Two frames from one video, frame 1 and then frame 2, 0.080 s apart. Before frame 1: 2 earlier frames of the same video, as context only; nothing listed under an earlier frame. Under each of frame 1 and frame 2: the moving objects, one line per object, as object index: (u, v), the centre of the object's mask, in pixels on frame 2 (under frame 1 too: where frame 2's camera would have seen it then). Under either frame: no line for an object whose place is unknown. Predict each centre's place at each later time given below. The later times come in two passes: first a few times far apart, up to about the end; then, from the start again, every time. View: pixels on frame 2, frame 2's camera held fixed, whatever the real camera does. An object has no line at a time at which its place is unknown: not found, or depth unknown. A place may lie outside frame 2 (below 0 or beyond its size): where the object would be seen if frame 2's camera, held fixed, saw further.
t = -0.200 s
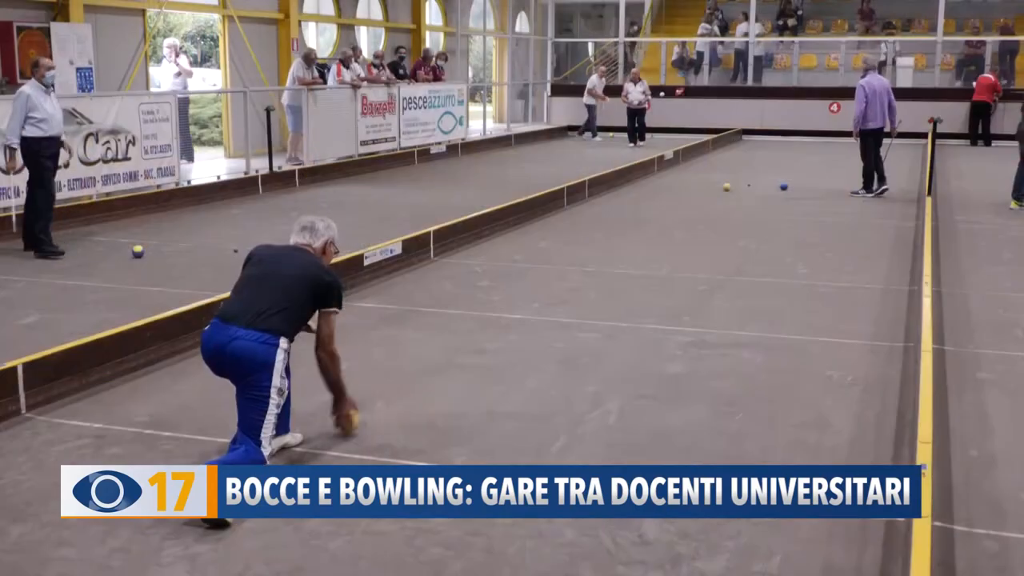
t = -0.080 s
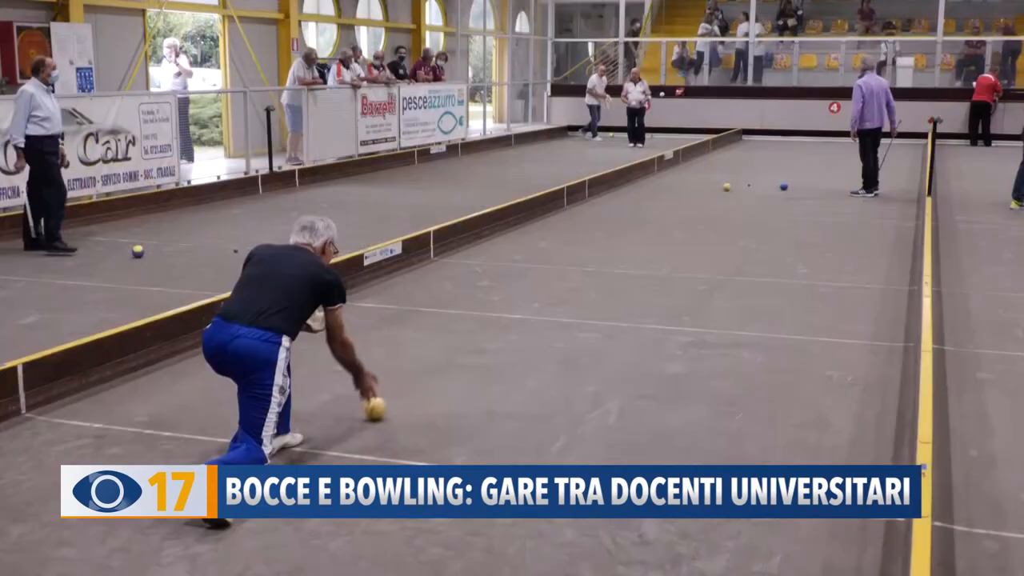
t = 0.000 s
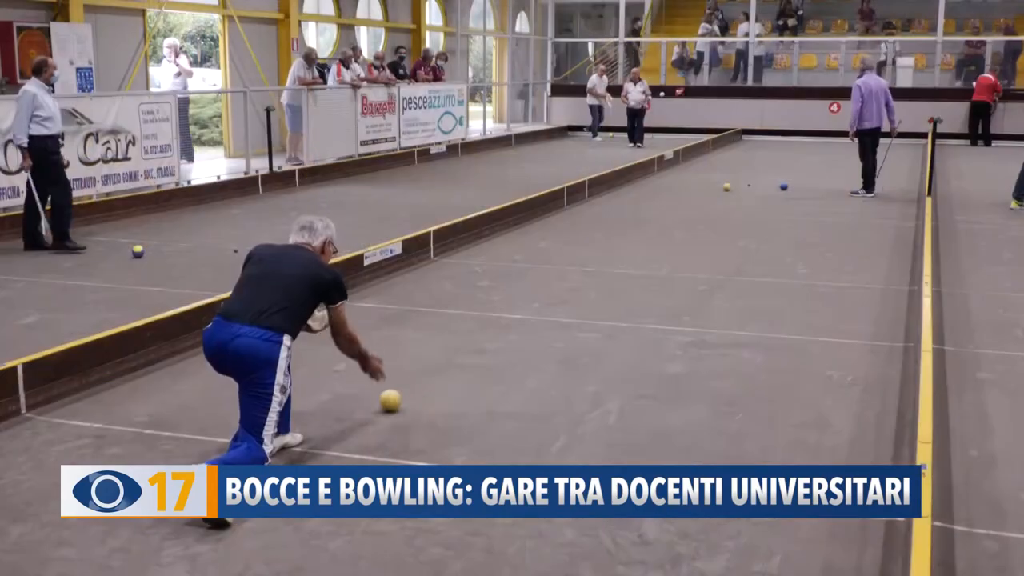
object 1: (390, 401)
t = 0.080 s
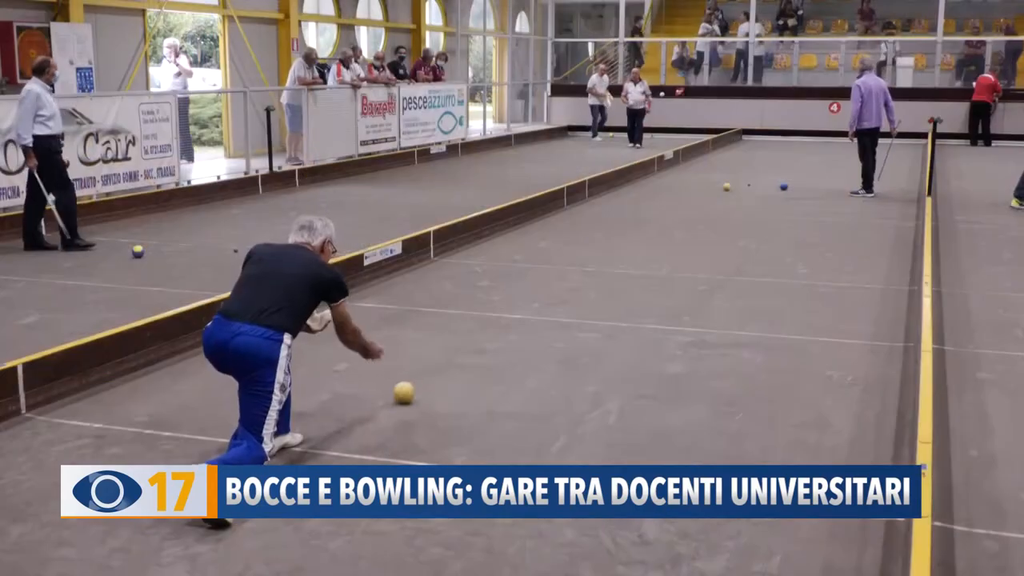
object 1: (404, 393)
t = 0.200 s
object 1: (423, 382)
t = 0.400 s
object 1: (452, 365)
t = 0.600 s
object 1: (478, 351)
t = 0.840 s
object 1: (505, 335)
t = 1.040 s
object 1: (526, 324)
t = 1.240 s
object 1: (543, 314)
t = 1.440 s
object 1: (560, 304)
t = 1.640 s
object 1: (574, 296)
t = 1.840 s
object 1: (588, 288)
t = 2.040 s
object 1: (601, 281)
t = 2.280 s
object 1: (614, 273)
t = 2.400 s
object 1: (621, 270)
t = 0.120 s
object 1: (410, 389)
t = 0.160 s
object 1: (417, 386)
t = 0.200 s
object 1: (423, 382)
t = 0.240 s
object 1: (429, 379)
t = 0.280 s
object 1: (435, 375)
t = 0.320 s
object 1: (441, 372)
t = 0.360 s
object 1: (447, 369)
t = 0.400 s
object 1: (452, 365)
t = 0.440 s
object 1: (458, 362)
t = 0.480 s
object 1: (463, 359)
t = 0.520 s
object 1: (468, 356)
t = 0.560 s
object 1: (473, 354)
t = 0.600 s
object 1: (478, 351)
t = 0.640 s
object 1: (483, 348)
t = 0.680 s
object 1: (487, 346)
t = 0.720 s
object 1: (492, 343)
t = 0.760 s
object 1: (497, 340)
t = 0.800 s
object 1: (501, 337)
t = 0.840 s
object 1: (505, 335)
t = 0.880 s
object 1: (510, 333)
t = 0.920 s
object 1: (514, 331)
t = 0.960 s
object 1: (518, 329)
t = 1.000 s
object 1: (522, 326)
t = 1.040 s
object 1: (526, 324)
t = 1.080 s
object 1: (529, 322)
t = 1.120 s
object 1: (533, 320)
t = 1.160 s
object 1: (536, 318)
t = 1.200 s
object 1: (540, 315)
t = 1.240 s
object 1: (543, 314)
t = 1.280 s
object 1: (547, 311)
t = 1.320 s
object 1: (550, 309)
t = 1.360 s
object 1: (553, 308)
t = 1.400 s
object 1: (556, 306)
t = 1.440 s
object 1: (560, 304)
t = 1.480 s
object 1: (563, 303)
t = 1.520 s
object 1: (566, 301)
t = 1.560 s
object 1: (569, 299)
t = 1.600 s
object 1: (572, 297)
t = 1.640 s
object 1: (574, 296)
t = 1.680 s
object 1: (577, 294)
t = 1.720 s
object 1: (580, 293)
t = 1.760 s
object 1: (583, 291)
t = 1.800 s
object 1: (586, 290)
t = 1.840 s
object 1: (588, 288)
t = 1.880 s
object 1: (591, 287)
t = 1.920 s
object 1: (593, 285)
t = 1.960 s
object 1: (596, 284)
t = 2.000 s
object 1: (598, 282)
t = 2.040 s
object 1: (601, 281)
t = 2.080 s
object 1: (603, 280)
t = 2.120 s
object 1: (605, 278)
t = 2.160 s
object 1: (607, 277)
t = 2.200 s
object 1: (609, 276)
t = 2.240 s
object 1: (612, 275)
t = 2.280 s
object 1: (614, 273)
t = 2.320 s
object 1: (616, 272)
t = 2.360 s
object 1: (618, 271)
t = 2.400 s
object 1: (621, 270)
